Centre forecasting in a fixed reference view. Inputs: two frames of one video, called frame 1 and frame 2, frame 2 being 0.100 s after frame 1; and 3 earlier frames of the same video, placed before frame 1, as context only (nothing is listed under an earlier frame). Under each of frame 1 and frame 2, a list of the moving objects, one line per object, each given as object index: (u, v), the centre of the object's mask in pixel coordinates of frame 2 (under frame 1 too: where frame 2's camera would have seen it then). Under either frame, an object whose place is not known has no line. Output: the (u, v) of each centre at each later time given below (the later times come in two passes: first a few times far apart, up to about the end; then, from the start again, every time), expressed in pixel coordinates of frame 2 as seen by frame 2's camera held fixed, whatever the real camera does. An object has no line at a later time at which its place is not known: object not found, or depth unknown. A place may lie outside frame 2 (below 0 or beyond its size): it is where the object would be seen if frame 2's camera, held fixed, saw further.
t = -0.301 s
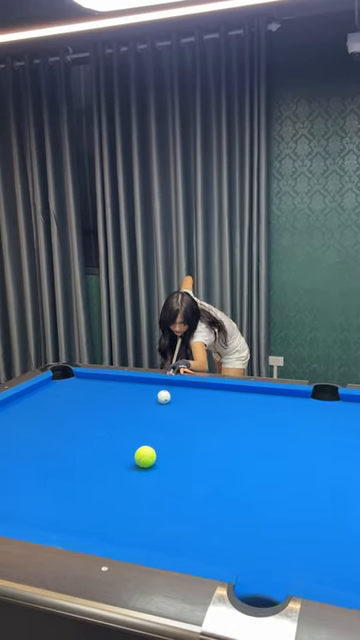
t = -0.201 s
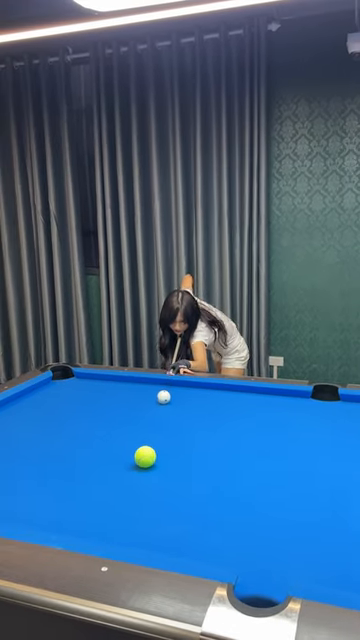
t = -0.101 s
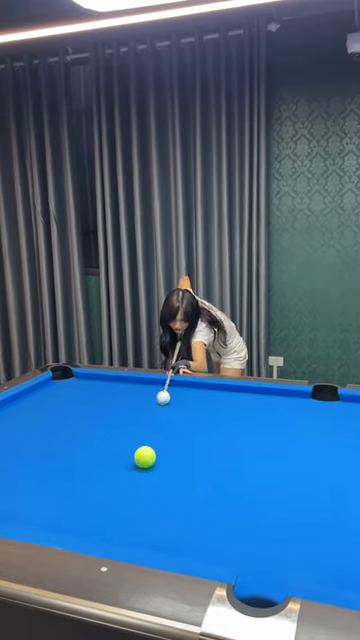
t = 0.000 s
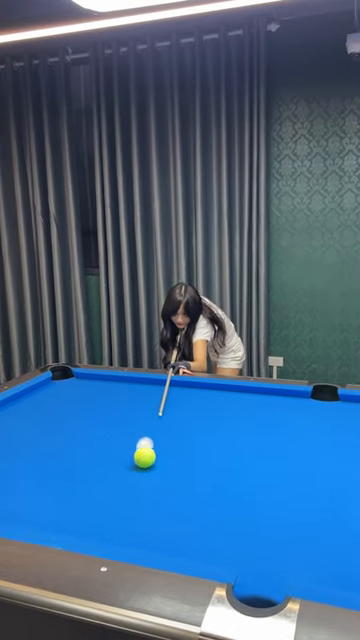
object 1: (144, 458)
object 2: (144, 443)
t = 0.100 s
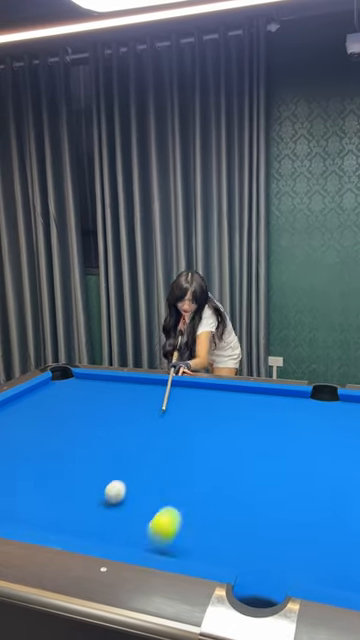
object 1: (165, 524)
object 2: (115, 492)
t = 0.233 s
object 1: (265, 415)
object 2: (99, 521)
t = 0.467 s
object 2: (156, 463)
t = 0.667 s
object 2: (185, 432)
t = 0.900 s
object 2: (211, 404)
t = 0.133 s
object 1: (196, 483)
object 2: (103, 509)
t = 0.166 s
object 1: (223, 452)
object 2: (91, 527)
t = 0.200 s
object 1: (246, 430)
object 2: (88, 531)
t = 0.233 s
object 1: (265, 415)
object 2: (99, 521)
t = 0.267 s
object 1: (283, 403)
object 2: (110, 510)
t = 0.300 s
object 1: (298, 396)
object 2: (120, 500)
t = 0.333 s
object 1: (312, 392)
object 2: (128, 491)
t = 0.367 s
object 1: (323, 392)
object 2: (136, 482)
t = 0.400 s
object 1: (327, 393)
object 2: (143, 475)
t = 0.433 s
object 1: (321, 397)
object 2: (150, 469)
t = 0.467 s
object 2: (156, 463)
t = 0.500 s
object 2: (161, 456)
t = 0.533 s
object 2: (166, 451)
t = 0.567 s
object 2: (172, 446)
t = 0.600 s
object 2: (176, 441)
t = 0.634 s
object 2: (181, 436)
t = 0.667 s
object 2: (185, 432)
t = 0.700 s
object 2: (190, 427)
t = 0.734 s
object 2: (194, 423)
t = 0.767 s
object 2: (197, 419)
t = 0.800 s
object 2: (201, 415)
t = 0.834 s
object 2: (205, 411)
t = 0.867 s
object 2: (208, 408)
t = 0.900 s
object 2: (211, 404)
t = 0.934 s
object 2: (215, 401)
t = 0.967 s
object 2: (218, 398)
